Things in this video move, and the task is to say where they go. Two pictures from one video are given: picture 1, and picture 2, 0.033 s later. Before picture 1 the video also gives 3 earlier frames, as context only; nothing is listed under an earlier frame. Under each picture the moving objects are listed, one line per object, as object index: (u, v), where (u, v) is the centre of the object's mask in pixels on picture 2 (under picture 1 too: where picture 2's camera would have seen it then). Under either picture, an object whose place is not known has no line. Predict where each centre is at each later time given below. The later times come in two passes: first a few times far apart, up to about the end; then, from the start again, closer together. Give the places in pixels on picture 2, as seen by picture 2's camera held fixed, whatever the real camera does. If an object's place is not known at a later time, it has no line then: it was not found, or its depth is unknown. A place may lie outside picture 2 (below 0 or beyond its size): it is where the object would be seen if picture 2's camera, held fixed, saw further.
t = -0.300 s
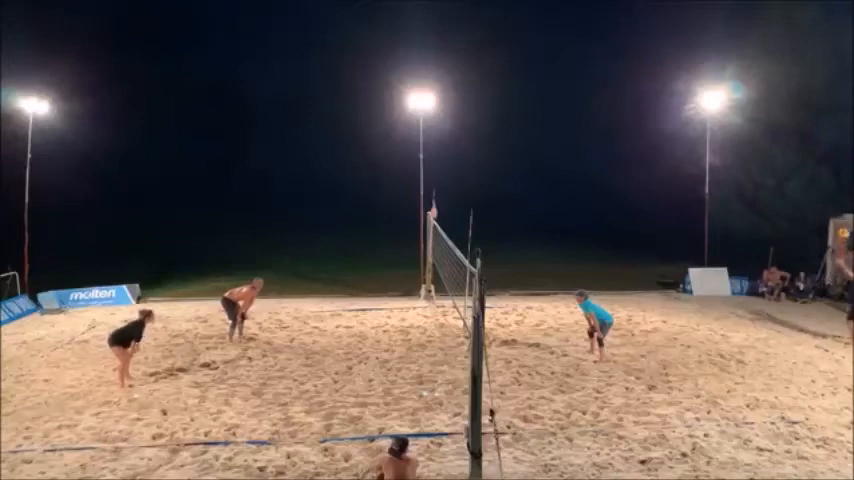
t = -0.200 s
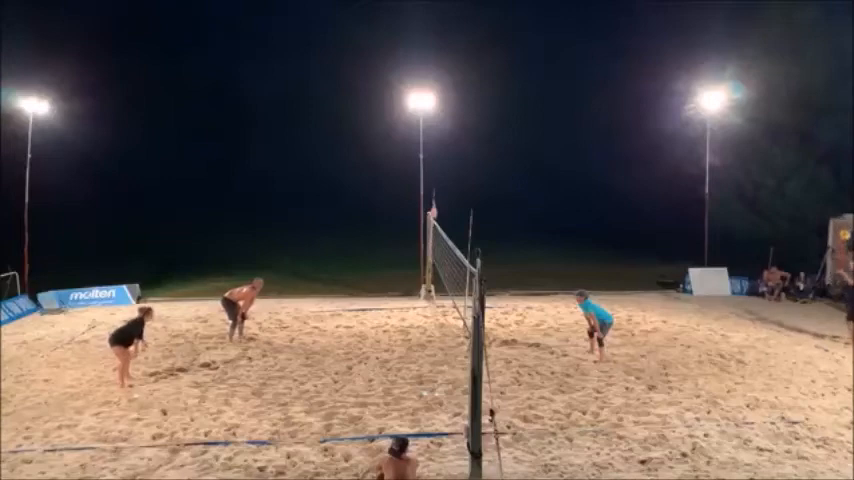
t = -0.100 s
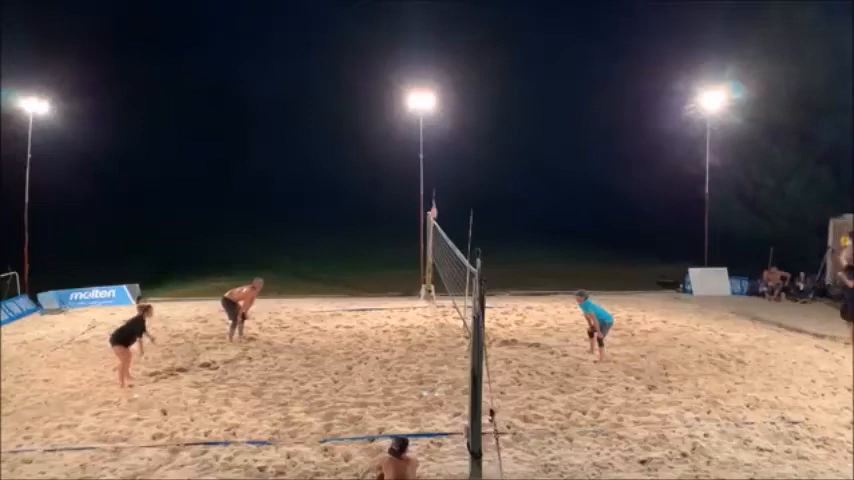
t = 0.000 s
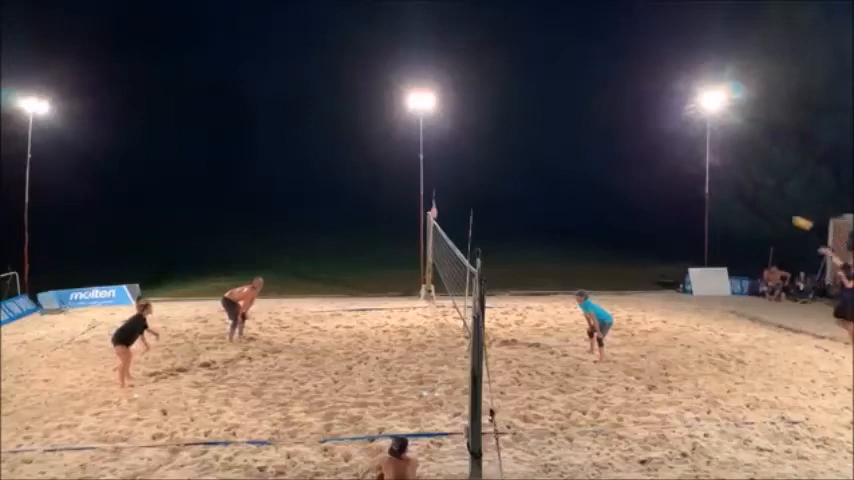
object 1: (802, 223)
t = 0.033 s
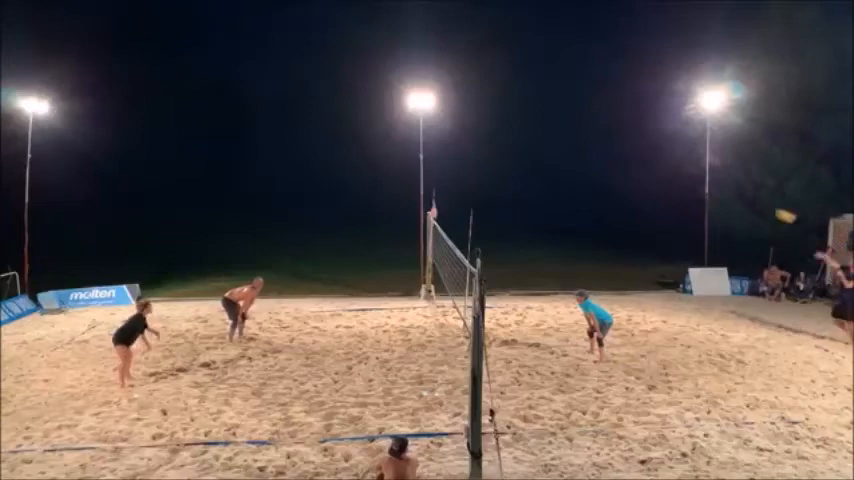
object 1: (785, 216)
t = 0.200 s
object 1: (699, 190)
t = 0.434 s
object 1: (576, 176)
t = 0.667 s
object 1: (449, 189)
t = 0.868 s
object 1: (337, 223)
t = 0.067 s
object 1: (769, 209)
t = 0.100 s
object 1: (751, 204)
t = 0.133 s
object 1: (734, 199)
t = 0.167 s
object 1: (717, 195)
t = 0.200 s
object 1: (699, 190)
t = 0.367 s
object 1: (612, 177)
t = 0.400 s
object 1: (594, 176)
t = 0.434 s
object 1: (576, 176)
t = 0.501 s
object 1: (540, 177)
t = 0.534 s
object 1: (521, 178)
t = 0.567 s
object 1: (504, 180)
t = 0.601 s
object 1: (485, 183)
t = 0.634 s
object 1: (467, 186)
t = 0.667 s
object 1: (449, 189)
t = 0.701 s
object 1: (431, 193)
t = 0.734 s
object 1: (411, 198)
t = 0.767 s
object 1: (393, 203)
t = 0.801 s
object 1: (375, 209)
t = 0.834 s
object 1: (356, 216)
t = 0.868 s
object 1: (337, 223)
